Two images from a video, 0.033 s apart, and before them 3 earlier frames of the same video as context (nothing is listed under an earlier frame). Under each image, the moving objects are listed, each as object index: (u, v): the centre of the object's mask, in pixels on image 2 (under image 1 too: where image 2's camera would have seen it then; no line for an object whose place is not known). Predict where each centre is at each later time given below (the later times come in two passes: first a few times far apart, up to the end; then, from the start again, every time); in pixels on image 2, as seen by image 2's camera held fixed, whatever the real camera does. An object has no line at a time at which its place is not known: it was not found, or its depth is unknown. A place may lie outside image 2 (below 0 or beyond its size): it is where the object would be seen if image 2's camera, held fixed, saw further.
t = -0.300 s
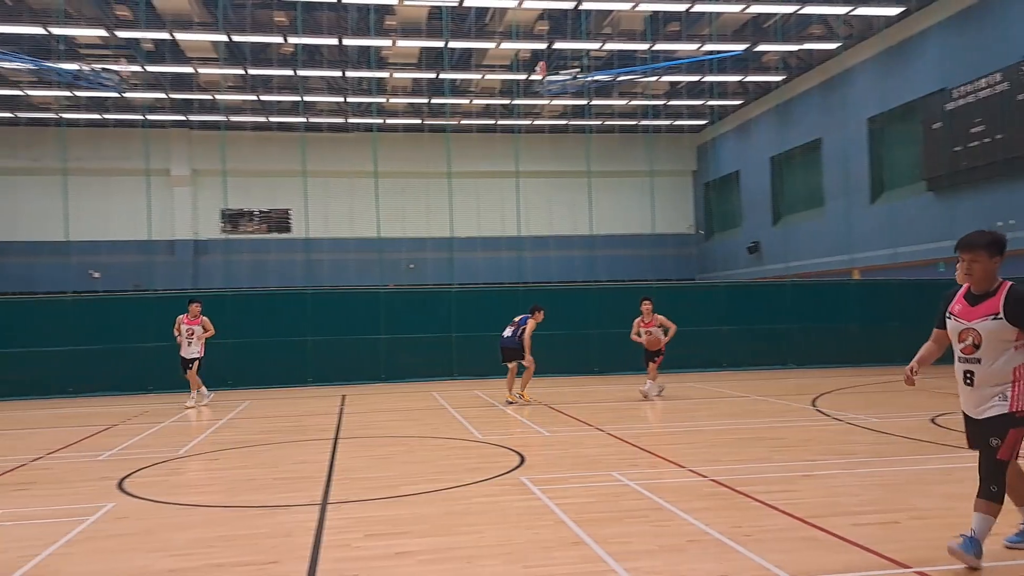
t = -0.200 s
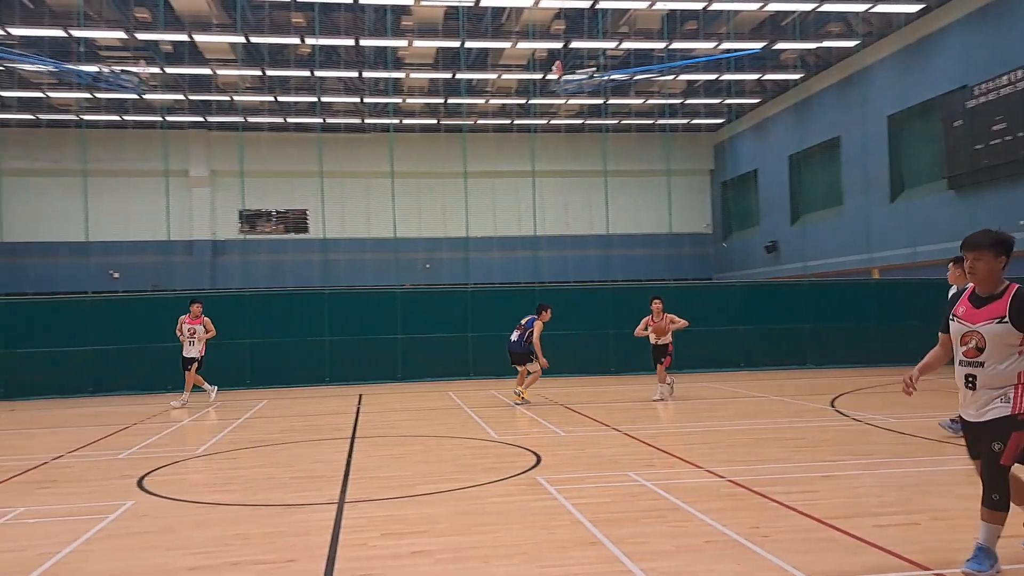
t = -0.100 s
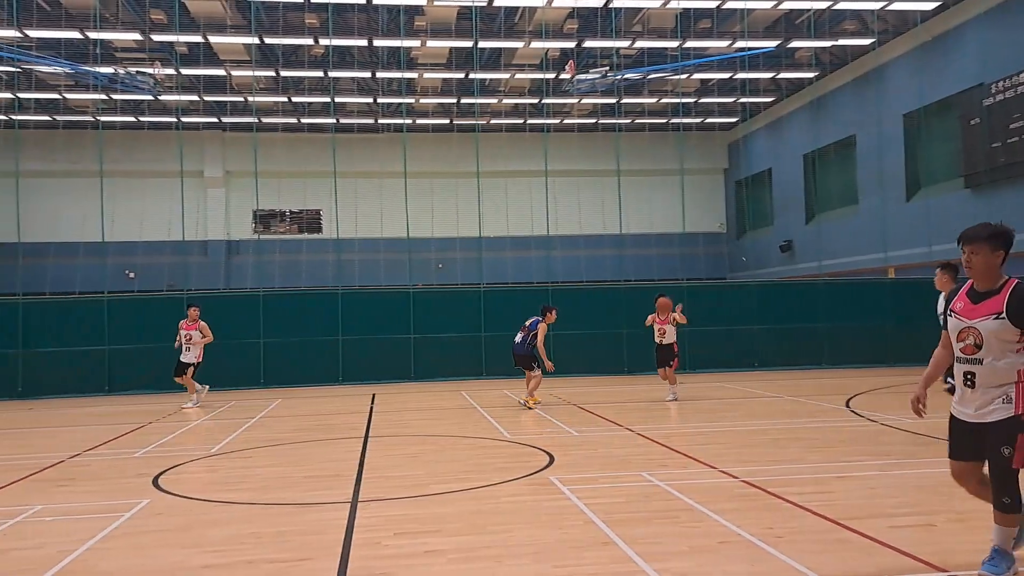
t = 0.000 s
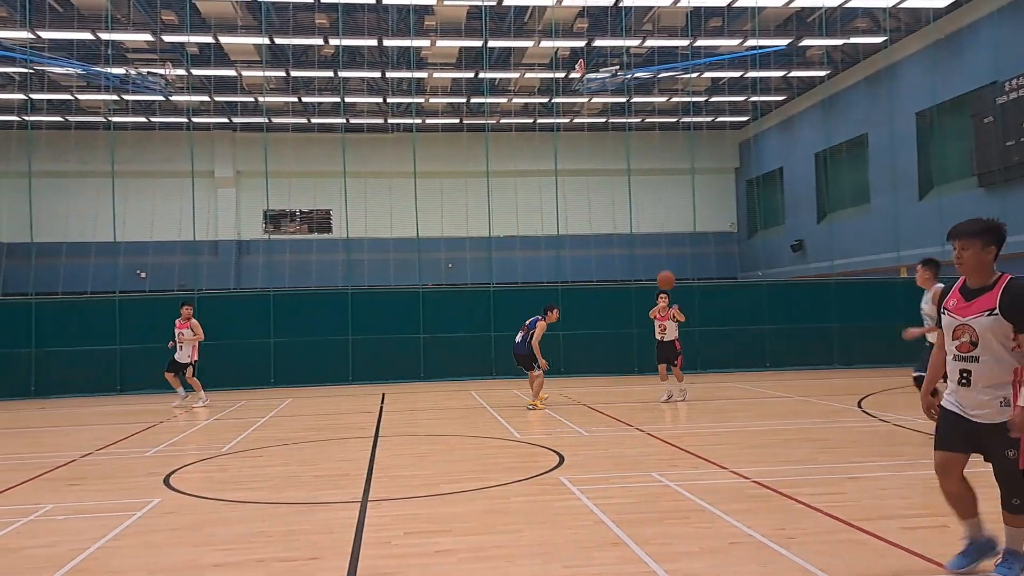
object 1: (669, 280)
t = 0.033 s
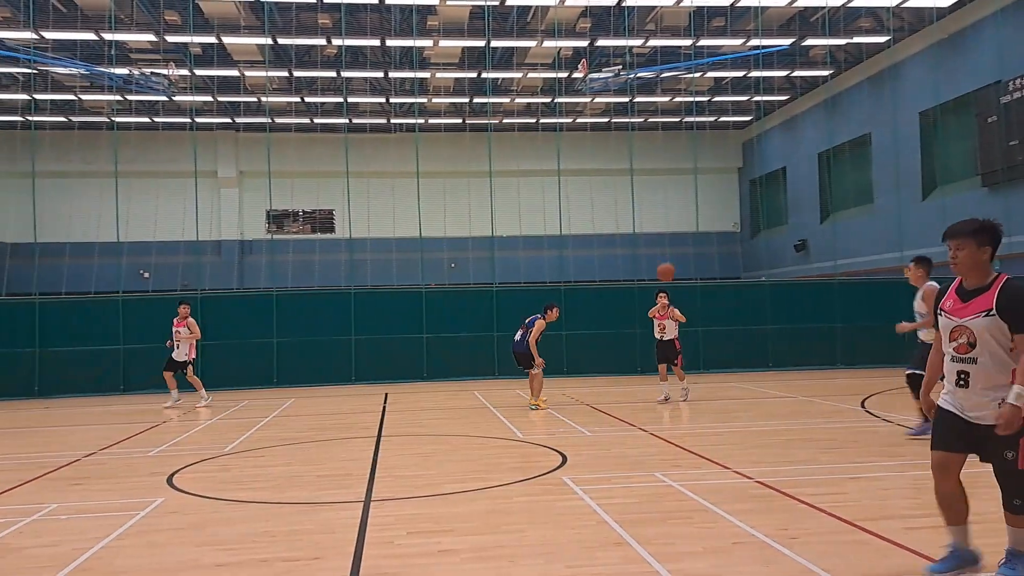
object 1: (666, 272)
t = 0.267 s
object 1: (643, 234)
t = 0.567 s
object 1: (601, 242)
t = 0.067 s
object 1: (663, 265)
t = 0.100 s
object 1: (660, 258)
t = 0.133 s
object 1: (656, 252)
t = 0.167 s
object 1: (653, 246)
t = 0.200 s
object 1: (649, 242)
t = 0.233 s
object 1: (646, 238)
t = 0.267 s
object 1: (643, 234)
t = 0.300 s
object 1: (638, 231)
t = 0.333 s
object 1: (634, 229)
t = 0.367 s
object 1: (630, 227)
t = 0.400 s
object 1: (626, 227)
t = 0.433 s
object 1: (621, 228)
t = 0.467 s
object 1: (617, 229)
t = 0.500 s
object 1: (611, 232)
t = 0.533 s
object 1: (606, 236)
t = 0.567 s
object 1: (601, 242)
